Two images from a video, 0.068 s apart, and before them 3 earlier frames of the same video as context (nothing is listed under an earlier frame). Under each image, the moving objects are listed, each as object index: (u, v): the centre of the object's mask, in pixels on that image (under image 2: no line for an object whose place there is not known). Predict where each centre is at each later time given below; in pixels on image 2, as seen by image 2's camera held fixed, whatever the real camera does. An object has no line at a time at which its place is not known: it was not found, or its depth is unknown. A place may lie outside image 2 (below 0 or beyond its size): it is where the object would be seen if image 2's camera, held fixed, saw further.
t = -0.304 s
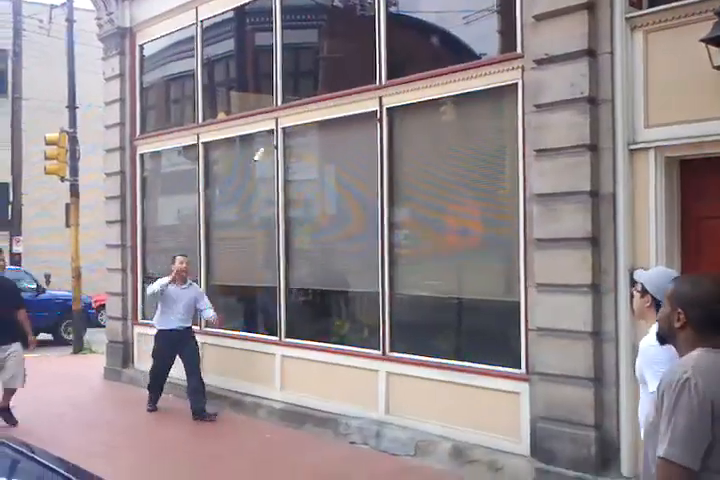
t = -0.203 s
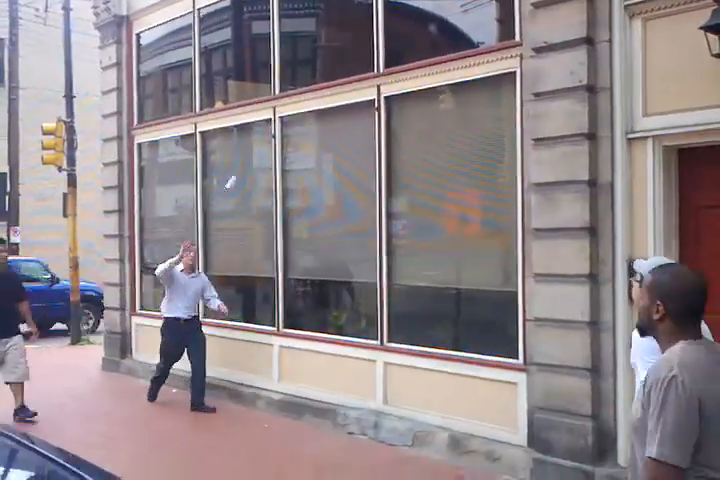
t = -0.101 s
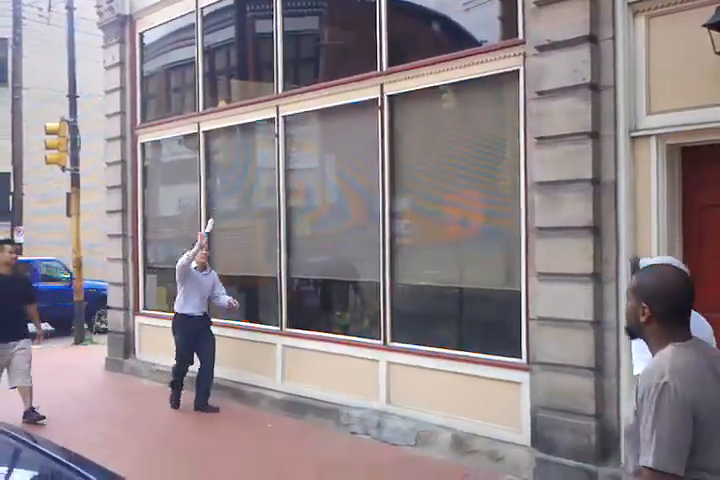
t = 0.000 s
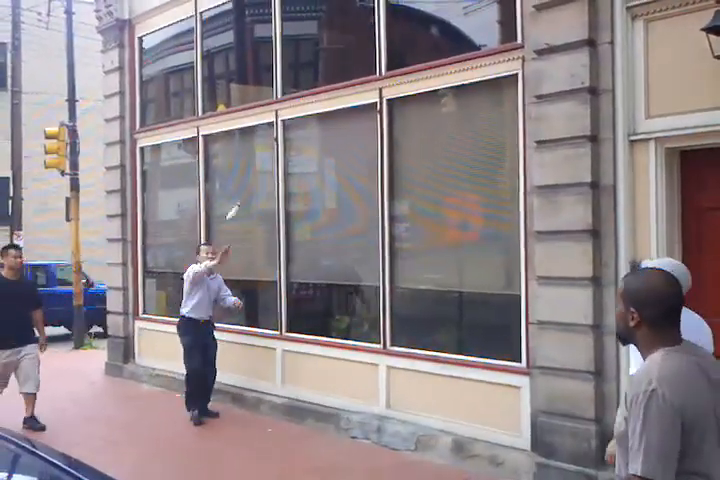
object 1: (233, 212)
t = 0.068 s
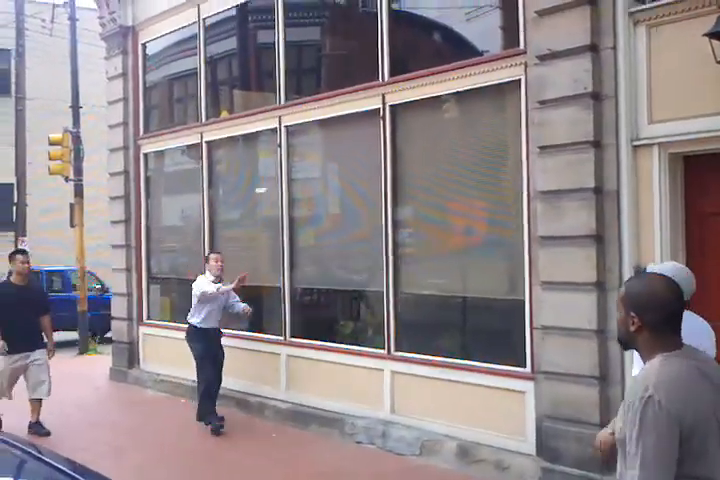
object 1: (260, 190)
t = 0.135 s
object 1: (291, 175)
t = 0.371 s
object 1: (402, 150)
